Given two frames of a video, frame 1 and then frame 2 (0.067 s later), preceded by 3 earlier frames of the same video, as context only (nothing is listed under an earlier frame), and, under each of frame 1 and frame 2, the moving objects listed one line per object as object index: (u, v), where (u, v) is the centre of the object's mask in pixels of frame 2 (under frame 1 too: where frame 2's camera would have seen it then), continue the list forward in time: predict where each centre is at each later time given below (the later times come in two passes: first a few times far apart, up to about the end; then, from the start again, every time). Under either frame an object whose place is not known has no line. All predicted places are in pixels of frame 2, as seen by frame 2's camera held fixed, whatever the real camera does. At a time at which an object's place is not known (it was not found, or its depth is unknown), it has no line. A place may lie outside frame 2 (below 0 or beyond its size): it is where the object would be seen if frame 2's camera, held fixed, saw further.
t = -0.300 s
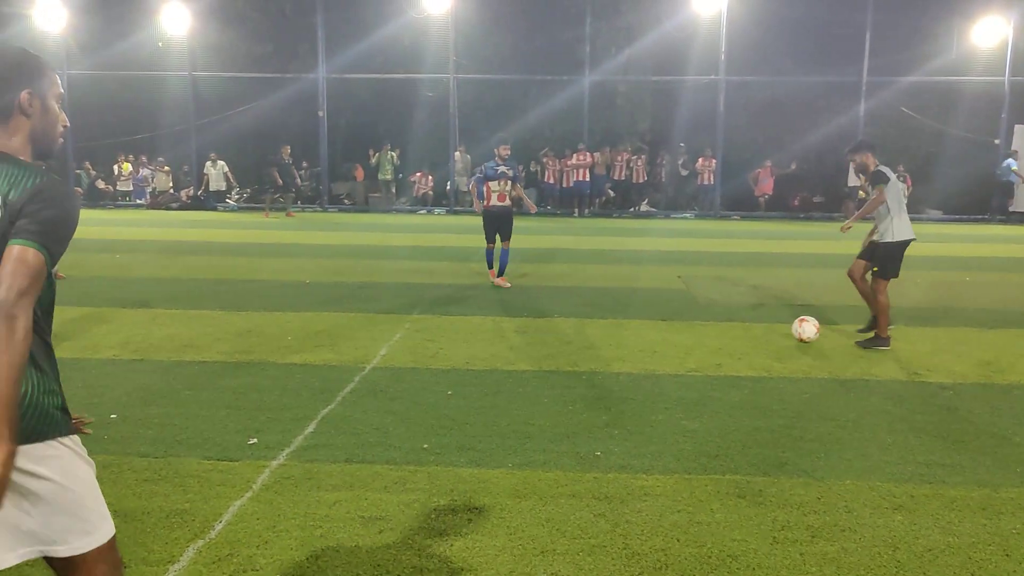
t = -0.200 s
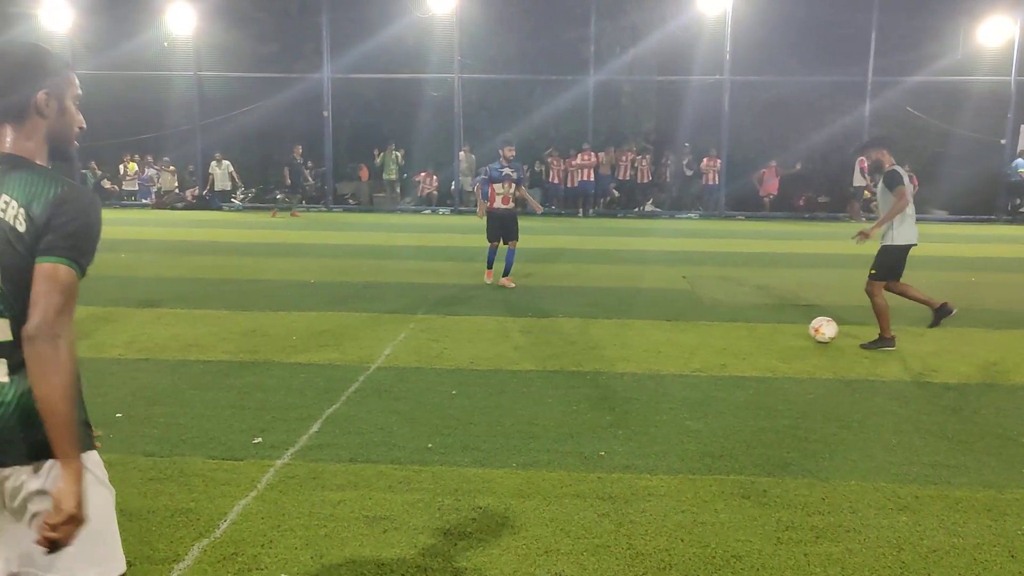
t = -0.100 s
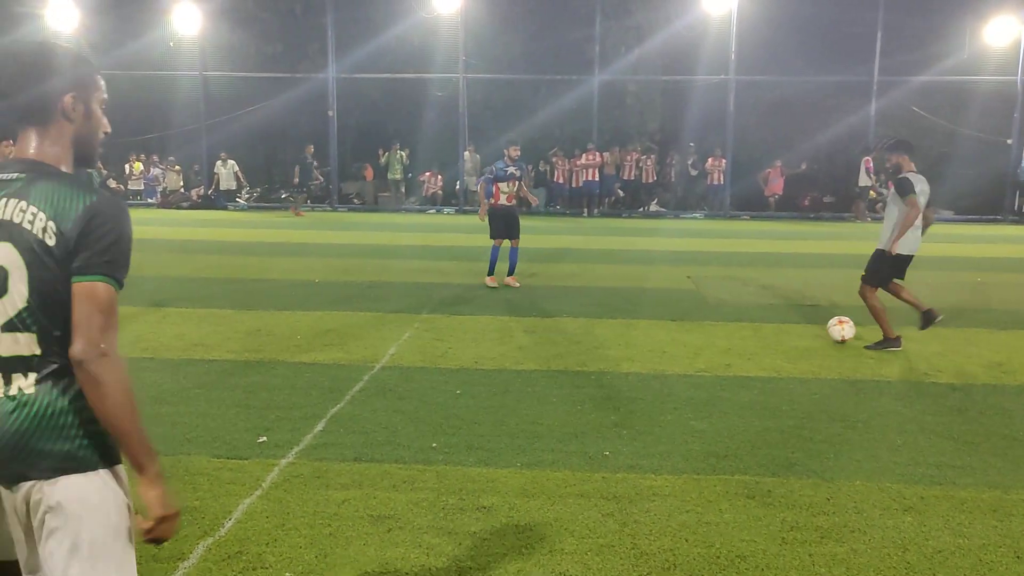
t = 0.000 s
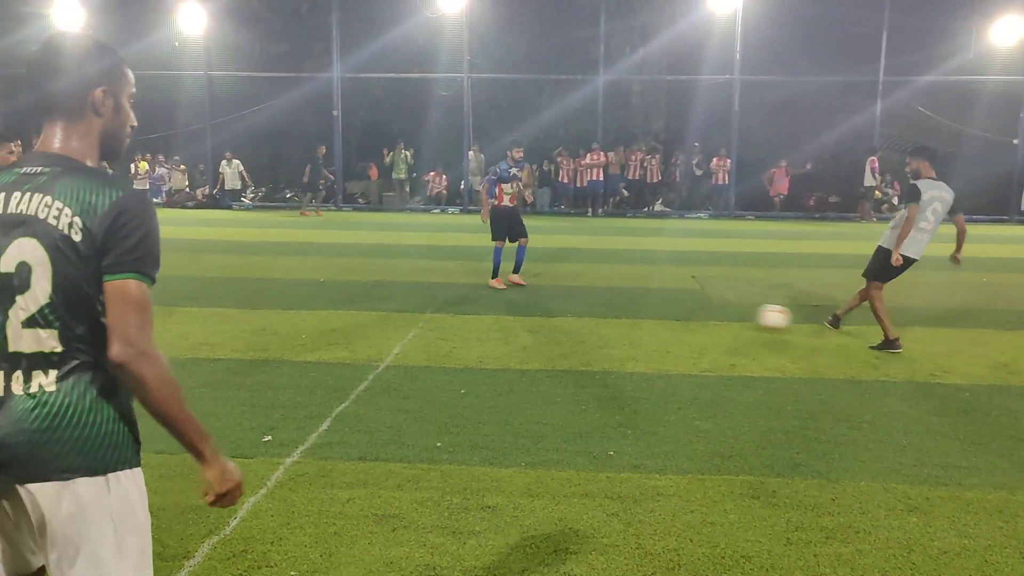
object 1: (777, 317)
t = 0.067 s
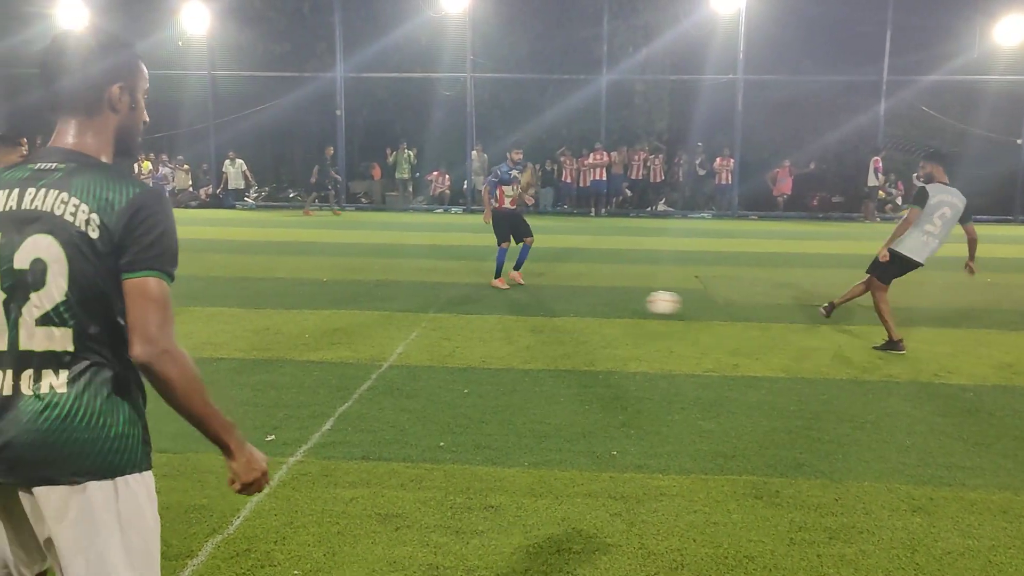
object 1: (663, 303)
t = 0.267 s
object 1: (396, 286)
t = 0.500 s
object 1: (191, 262)
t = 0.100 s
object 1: (612, 298)
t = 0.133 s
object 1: (563, 294)
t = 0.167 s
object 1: (517, 292)
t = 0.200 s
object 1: (473, 290)
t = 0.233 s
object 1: (433, 290)
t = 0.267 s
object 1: (396, 286)
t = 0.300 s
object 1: (363, 279)
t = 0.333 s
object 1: (332, 274)
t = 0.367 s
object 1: (300, 269)
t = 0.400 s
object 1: (271, 266)
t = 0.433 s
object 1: (244, 264)
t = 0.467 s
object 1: (216, 262)
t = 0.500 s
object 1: (191, 262)
